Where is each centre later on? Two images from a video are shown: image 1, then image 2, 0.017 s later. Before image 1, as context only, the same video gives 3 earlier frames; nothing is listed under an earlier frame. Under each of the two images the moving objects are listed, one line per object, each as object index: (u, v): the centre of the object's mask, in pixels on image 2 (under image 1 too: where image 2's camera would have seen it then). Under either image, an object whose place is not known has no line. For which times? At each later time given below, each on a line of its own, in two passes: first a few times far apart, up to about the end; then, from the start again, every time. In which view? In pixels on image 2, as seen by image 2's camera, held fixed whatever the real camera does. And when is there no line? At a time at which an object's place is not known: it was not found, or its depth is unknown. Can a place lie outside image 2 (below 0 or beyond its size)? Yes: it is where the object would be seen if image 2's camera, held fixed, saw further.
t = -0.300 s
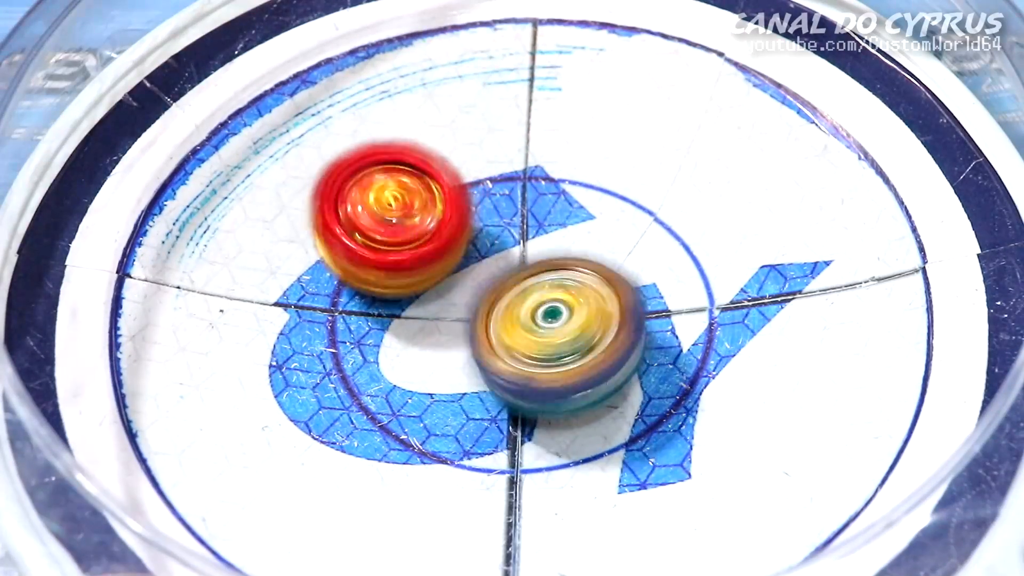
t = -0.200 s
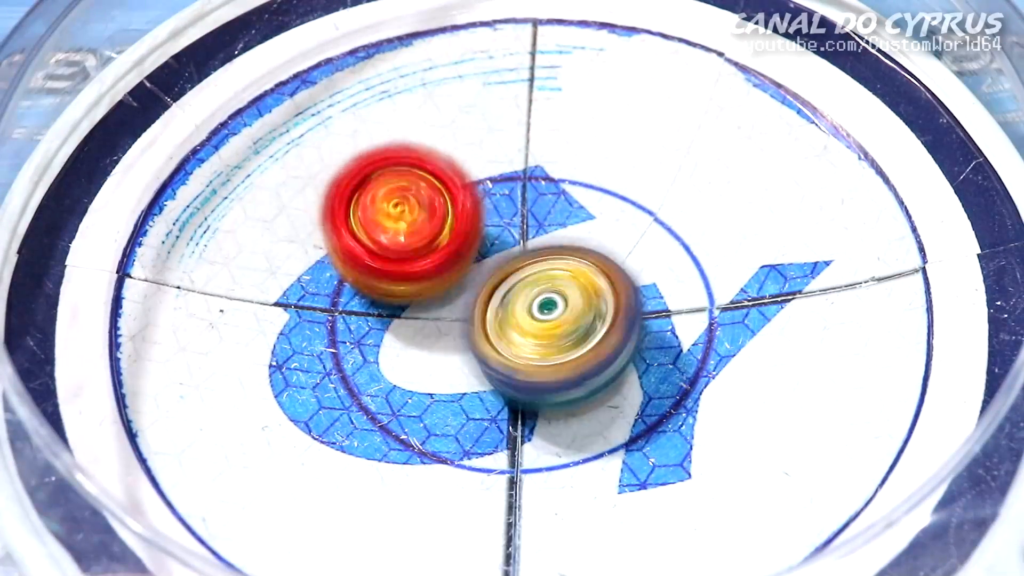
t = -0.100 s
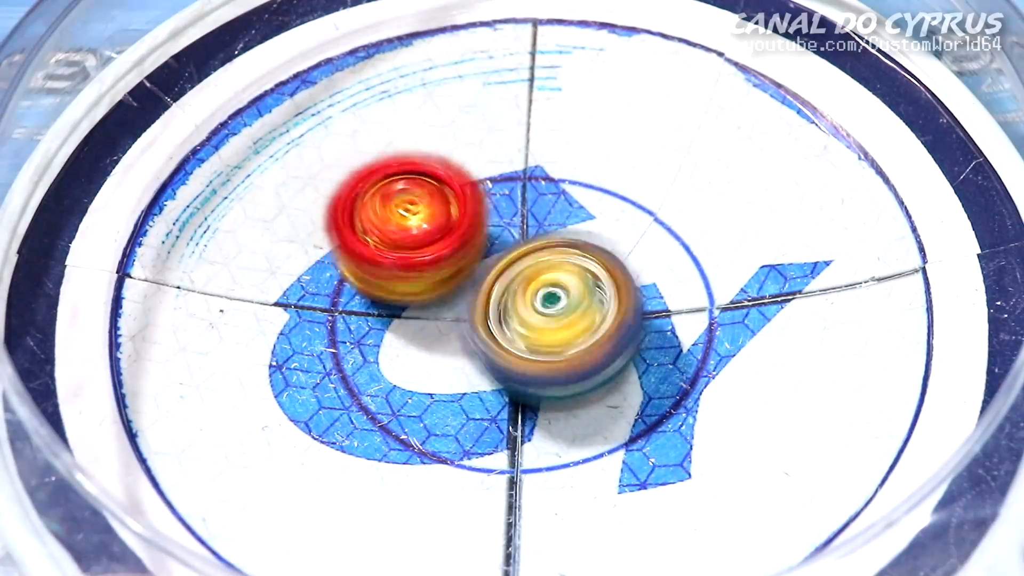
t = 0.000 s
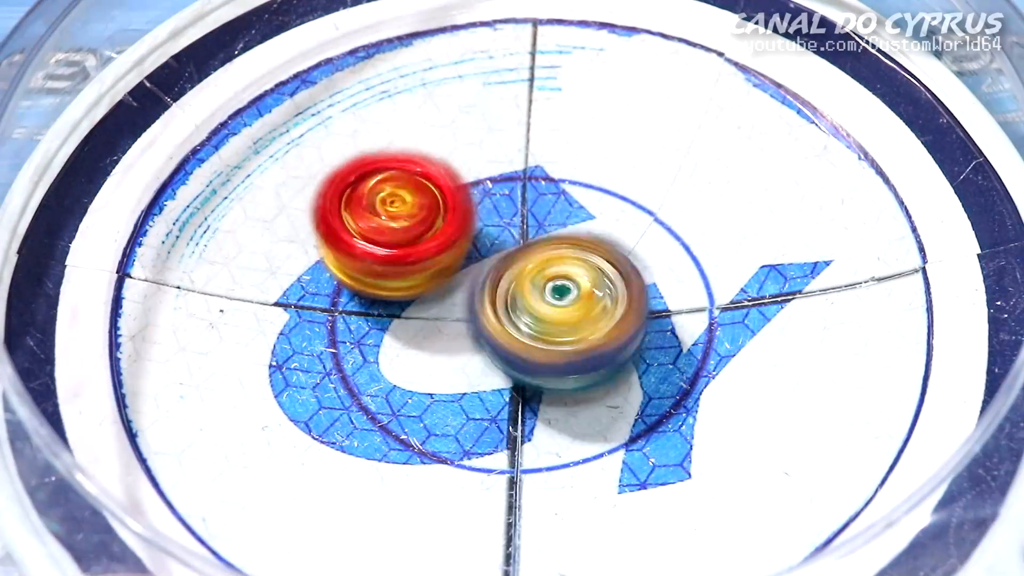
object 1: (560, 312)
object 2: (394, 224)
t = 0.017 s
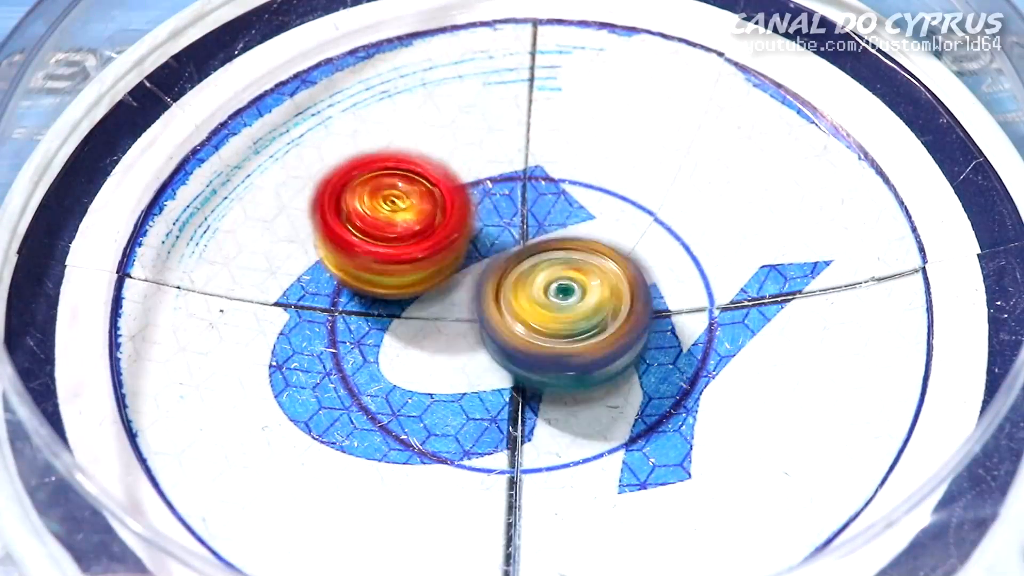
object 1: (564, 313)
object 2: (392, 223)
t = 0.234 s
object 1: (559, 306)
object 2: (394, 234)
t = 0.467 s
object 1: (564, 303)
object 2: (389, 242)
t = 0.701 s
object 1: (577, 302)
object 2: (377, 250)
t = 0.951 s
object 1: (571, 294)
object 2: (391, 264)
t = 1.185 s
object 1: (581, 292)
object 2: (384, 267)
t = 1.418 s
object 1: (583, 289)
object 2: (389, 268)
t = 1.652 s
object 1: (586, 289)
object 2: (393, 274)
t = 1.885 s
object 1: (585, 287)
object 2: (377, 283)
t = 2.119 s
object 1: (580, 285)
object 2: (399, 296)
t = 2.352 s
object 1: (630, 277)
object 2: (392, 298)
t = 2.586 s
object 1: (609, 269)
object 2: (433, 314)
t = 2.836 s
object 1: (620, 256)
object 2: (379, 329)
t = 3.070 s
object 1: (618, 260)
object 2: (373, 330)
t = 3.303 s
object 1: (605, 274)
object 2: (417, 321)
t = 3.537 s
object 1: (602, 286)
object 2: (430, 330)
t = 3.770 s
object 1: (593, 294)
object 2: (406, 315)
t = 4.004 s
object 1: (605, 287)
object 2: (405, 306)
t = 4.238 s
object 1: (596, 289)
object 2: (397, 311)
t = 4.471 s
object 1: (598, 284)
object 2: (429, 301)
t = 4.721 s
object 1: (650, 271)
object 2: (435, 302)
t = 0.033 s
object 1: (566, 311)
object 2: (390, 223)
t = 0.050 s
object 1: (564, 309)
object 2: (391, 222)
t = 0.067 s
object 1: (561, 309)
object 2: (392, 223)
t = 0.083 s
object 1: (558, 311)
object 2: (391, 226)
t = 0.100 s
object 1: (560, 311)
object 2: (388, 226)
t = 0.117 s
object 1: (560, 310)
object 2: (388, 226)
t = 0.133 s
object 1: (561, 310)
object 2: (389, 227)
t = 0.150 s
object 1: (561, 309)
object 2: (389, 228)
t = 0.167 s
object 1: (561, 308)
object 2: (390, 228)
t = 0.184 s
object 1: (560, 307)
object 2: (392, 230)
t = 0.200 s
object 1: (558, 306)
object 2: (392, 232)
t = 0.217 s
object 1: (558, 306)
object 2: (392, 233)
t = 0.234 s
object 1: (559, 306)
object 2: (394, 234)
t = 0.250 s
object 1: (558, 306)
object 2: (396, 236)
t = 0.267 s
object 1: (558, 306)
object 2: (394, 236)
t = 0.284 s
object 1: (564, 305)
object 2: (391, 233)
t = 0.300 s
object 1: (566, 304)
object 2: (391, 232)
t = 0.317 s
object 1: (566, 302)
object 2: (391, 233)
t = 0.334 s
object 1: (562, 303)
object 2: (391, 234)
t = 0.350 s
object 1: (560, 304)
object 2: (392, 235)
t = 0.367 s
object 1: (562, 305)
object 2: (393, 238)
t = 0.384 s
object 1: (561, 306)
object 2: (390, 240)
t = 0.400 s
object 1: (561, 306)
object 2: (391, 240)
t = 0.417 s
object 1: (562, 305)
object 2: (394, 241)
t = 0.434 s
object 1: (562, 304)
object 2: (395, 243)
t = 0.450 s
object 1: (565, 303)
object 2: (391, 243)
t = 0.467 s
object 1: (564, 303)
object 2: (389, 242)
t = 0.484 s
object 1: (565, 302)
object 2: (390, 244)
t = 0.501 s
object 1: (564, 301)
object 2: (389, 246)
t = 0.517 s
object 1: (562, 301)
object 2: (389, 246)
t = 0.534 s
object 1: (559, 303)
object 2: (389, 247)
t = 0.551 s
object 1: (562, 304)
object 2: (388, 249)
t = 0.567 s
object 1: (565, 304)
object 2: (387, 249)
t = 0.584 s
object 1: (563, 303)
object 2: (389, 250)
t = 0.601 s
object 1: (564, 303)
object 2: (390, 251)
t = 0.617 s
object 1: (572, 303)
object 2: (384, 250)
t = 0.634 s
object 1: (577, 302)
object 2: (380, 248)
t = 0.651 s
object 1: (577, 301)
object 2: (379, 247)
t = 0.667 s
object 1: (577, 301)
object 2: (380, 248)
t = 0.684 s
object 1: (576, 302)
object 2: (378, 249)
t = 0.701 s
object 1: (577, 302)
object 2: (377, 250)
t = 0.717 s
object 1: (576, 302)
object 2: (375, 250)
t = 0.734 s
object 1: (577, 302)
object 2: (374, 251)
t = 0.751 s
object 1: (579, 301)
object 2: (372, 251)
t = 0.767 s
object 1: (579, 301)
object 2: (373, 250)
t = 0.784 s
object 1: (580, 299)
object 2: (375, 251)
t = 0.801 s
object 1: (578, 298)
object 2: (377, 253)
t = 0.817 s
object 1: (578, 298)
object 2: (376, 254)
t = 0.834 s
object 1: (577, 298)
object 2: (378, 254)
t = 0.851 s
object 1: (576, 297)
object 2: (379, 255)
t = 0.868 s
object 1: (575, 297)
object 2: (379, 257)
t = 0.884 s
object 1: (574, 297)
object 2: (381, 257)
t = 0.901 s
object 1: (574, 296)
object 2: (384, 257)
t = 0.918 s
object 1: (575, 295)
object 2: (388, 260)
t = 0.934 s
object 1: (573, 294)
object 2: (389, 262)
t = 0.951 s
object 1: (571, 294)
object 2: (391, 264)
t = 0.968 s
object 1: (570, 294)
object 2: (395, 265)
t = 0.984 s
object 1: (578, 295)
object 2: (388, 266)
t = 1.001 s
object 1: (583, 295)
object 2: (378, 264)
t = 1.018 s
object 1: (587, 293)
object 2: (373, 262)
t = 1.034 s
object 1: (587, 289)
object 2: (371, 262)
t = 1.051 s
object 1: (585, 287)
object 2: (371, 262)
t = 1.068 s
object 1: (583, 287)
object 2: (371, 262)
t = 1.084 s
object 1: (580, 288)
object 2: (374, 263)
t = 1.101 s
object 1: (579, 291)
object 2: (377, 264)
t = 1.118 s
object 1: (580, 293)
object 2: (379, 267)
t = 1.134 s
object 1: (582, 293)
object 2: (379, 267)
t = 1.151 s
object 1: (583, 292)
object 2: (380, 266)
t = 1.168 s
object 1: (581, 293)
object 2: (382, 266)
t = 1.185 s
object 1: (581, 292)
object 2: (384, 267)
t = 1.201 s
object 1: (580, 291)
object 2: (384, 267)
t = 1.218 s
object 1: (576, 292)
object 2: (386, 268)
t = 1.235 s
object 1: (574, 292)
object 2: (387, 268)
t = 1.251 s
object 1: (574, 293)
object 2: (387, 270)
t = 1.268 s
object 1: (574, 294)
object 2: (386, 270)
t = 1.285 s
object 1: (576, 293)
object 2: (388, 269)
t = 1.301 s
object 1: (575, 292)
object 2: (390, 270)
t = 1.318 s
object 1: (573, 292)
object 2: (392, 271)
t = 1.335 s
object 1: (575, 290)
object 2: (392, 272)
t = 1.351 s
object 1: (576, 290)
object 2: (394, 272)
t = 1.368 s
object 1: (576, 290)
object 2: (394, 272)
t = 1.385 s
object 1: (581, 292)
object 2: (390, 270)
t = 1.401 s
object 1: (584, 290)
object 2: (388, 268)
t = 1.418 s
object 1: (583, 289)
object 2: (389, 268)
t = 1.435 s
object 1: (583, 289)
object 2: (390, 270)
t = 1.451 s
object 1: (581, 287)
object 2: (390, 272)
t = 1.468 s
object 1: (578, 290)
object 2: (388, 273)
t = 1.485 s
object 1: (580, 290)
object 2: (386, 274)
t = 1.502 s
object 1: (581, 291)
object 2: (386, 274)
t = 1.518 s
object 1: (581, 292)
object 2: (385, 275)
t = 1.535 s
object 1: (582, 291)
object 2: (386, 274)
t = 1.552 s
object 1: (583, 291)
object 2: (389, 274)
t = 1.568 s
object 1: (582, 291)
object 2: (394, 275)
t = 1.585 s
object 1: (583, 289)
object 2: (396, 276)
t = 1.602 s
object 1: (582, 289)
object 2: (396, 276)
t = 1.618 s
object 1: (584, 290)
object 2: (393, 276)
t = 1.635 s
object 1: (587, 290)
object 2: (392, 275)
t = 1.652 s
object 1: (586, 289)
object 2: (393, 274)
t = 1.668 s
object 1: (587, 286)
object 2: (394, 274)
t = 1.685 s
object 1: (585, 284)
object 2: (396, 275)
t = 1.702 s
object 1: (583, 285)
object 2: (395, 276)
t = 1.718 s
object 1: (588, 286)
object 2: (389, 277)
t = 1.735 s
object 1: (591, 287)
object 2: (384, 275)
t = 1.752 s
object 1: (591, 286)
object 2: (384, 275)
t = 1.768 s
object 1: (589, 284)
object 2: (384, 276)
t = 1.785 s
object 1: (588, 284)
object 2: (383, 278)
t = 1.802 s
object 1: (586, 284)
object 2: (380, 278)
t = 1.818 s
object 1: (586, 284)
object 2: (379, 280)
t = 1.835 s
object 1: (584, 286)
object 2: (378, 281)
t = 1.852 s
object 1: (584, 285)
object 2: (377, 283)
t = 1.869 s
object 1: (585, 285)
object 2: (376, 283)
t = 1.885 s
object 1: (585, 287)
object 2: (377, 283)
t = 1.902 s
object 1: (586, 286)
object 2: (380, 283)
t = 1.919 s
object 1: (585, 286)
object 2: (383, 284)
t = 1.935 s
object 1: (583, 288)
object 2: (385, 285)
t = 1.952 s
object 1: (582, 287)
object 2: (388, 287)
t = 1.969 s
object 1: (581, 287)
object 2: (391, 289)
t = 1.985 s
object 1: (580, 287)
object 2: (393, 292)
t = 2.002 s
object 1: (579, 287)
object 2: (391, 294)
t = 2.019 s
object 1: (579, 288)
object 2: (391, 294)
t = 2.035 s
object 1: (578, 288)
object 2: (394, 293)
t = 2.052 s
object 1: (581, 288)
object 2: (394, 294)
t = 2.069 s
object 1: (583, 286)
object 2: (394, 294)
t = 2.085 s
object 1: (583, 285)
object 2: (395, 294)
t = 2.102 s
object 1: (582, 284)
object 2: (397, 294)
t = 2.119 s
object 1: (580, 285)
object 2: (399, 296)
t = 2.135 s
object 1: (590, 282)
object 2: (395, 298)
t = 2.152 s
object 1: (599, 283)
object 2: (390, 299)
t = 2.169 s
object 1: (605, 287)
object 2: (388, 298)
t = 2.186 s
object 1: (612, 287)
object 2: (388, 297)
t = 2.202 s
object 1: (615, 287)
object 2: (389, 298)
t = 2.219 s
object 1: (617, 285)
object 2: (390, 299)
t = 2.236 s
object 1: (620, 283)
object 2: (390, 300)
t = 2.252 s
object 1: (623, 282)
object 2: (390, 301)
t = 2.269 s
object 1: (626, 280)
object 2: (389, 302)
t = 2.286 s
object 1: (628, 279)
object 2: (389, 303)
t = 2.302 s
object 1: (628, 278)
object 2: (386, 302)
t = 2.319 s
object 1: (629, 277)
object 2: (386, 300)
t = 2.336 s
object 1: (629, 278)
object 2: (388, 299)
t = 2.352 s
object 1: (630, 277)
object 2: (392, 298)
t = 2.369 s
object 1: (630, 276)
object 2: (396, 300)
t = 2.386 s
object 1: (630, 274)
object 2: (397, 300)
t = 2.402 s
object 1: (630, 272)
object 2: (400, 301)
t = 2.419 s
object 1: (629, 272)
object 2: (402, 302)
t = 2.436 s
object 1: (629, 272)
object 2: (404, 302)
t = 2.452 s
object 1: (628, 270)
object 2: (405, 303)
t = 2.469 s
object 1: (626, 270)
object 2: (406, 303)
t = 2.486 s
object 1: (624, 268)
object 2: (409, 303)
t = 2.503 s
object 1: (622, 270)
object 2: (414, 303)
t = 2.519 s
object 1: (622, 270)
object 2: (419, 305)
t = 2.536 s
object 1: (621, 270)
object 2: (421, 307)
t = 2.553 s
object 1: (618, 268)
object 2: (424, 308)
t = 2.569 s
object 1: (614, 267)
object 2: (430, 312)
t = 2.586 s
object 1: (609, 269)
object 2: (433, 314)
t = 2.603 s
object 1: (605, 270)
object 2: (435, 317)
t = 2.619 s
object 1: (603, 270)
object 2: (435, 318)
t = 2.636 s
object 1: (604, 270)
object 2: (428, 318)
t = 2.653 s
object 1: (601, 268)
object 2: (426, 319)
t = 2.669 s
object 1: (600, 268)
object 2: (425, 318)
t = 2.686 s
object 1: (599, 268)
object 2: (422, 317)
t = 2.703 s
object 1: (599, 270)
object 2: (422, 317)
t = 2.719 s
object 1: (598, 271)
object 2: (425, 316)
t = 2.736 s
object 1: (604, 265)
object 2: (415, 319)
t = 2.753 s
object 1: (611, 263)
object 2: (406, 323)
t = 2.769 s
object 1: (617, 258)
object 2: (399, 324)
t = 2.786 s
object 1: (619, 256)
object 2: (393, 325)
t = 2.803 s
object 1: (622, 255)
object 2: (387, 327)
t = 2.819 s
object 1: (622, 255)
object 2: (382, 328)
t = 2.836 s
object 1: (620, 256)
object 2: (379, 329)
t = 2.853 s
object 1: (619, 257)
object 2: (375, 330)
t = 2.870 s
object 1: (620, 257)
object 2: (371, 330)
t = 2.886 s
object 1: (620, 256)
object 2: (369, 330)
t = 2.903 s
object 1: (621, 256)
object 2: (368, 329)
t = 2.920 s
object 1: (621, 255)
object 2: (368, 328)
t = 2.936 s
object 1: (621, 256)
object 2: (368, 329)
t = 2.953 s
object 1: (621, 256)
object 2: (368, 330)
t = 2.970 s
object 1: (621, 255)
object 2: (367, 330)
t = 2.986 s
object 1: (621, 257)
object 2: (367, 329)
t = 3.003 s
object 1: (619, 256)
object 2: (368, 329)
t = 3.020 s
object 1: (618, 258)
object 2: (369, 329)
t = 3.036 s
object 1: (617, 259)
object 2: (371, 329)
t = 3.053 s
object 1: (618, 260)
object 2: (372, 329)
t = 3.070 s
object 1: (618, 260)
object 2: (373, 330)
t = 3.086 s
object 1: (617, 261)
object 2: (375, 328)
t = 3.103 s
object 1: (614, 259)
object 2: (379, 328)
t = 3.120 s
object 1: (610, 262)
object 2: (382, 326)
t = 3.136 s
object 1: (607, 263)
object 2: (386, 325)
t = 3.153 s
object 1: (606, 267)
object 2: (391, 324)
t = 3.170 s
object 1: (606, 269)
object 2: (397, 324)
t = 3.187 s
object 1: (605, 271)
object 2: (403, 322)
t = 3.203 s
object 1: (600, 273)
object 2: (411, 321)
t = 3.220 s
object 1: (597, 275)
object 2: (419, 321)
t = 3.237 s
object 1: (603, 273)
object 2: (415, 324)
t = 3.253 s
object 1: (606, 273)
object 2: (414, 324)
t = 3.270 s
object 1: (609, 273)
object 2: (413, 323)
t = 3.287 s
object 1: (607, 273)
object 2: (414, 322)
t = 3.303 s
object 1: (605, 274)
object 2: (417, 321)
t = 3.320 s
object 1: (604, 277)
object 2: (419, 321)
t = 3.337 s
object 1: (604, 279)
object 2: (423, 322)
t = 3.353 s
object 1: (605, 283)
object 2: (428, 323)
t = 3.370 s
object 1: (609, 283)
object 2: (429, 325)
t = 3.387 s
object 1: (611, 285)
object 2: (429, 328)
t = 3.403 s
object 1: (615, 285)
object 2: (429, 329)
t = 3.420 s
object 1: (615, 286)
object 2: (430, 330)
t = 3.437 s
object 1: (616, 284)
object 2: (430, 330)
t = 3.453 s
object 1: (614, 283)
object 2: (430, 332)
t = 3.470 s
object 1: (613, 282)
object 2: (431, 332)
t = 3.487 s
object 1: (608, 282)
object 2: (430, 332)
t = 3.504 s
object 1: (606, 282)
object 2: (431, 331)
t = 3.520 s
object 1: (603, 284)
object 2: (430, 331)
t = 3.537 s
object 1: (602, 286)
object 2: (430, 330)
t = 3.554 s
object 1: (603, 287)
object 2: (427, 330)
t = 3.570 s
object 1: (605, 290)
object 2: (423, 329)
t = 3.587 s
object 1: (607, 290)
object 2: (419, 328)
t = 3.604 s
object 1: (609, 291)
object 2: (412, 326)
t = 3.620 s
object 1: (608, 289)
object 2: (409, 324)
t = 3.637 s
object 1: (607, 288)
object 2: (405, 323)
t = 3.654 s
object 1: (606, 286)
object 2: (404, 322)
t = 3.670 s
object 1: (604, 286)
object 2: (402, 321)
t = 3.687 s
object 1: (602, 287)
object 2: (402, 319)
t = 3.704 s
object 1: (600, 289)
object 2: (401, 318)
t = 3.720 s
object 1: (598, 291)
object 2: (402, 319)
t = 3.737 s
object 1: (596, 294)
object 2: (404, 317)
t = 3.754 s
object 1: (594, 295)
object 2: (405, 316)
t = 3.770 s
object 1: (593, 294)
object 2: (406, 315)
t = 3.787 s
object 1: (591, 292)
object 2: (406, 313)
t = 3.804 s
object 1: (589, 290)
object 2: (409, 314)
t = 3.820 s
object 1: (585, 289)
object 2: (409, 311)
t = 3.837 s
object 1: (583, 289)
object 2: (410, 309)
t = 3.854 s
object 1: (580, 290)
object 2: (413, 310)
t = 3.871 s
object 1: (579, 290)
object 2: (414, 308)
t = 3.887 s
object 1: (581, 291)
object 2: (416, 305)
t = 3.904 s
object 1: (587, 290)
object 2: (413, 305)
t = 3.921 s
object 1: (595, 289)
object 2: (411, 305)
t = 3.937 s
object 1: (597, 288)
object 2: (412, 306)
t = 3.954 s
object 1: (597, 286)
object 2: (413, 304)
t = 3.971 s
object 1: (595, 285)
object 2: (415, 304)
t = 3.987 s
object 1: (595, 286)
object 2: (414, 304)
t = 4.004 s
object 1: (605, 287)
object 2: (405, 306)
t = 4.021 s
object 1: (611, 287)
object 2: (398, 306)
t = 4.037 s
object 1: (613, 287)
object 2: (392, 307)
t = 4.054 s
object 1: (616, 284)
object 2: (387, 306)
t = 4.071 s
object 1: (616, 282)
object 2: (383, 305)
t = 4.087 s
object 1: (614, 279)
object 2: (380, 304)
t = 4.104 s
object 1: (612, 279)
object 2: (378, 303)
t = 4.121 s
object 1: (610, 277)
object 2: (378, 303)
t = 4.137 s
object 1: (607, 279)
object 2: (378, 302)
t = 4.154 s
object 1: (605, 280)
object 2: (379, 303)
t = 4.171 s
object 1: (601, 283)
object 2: (380, 304)
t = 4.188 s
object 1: (598, 284)
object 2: (383, 305)
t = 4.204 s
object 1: (598, 286)
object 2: (387, 307)
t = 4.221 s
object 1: (597, 288)
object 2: (392, 308)
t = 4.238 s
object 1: (596, 289)
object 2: (397, 311)
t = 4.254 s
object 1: (596, 288)
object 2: (405, 312)
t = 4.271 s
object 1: (595, 289)
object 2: (411, 310)
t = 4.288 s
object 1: (597, 288)
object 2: (412, 309)
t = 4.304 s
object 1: (597, 287)
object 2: (414, 308)
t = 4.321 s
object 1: (597, 287)
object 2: (415, 308)
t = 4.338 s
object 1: (595, 286)
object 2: (417, 307)
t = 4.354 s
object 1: (592, 285)
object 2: (419, 307)
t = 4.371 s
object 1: (589, 284)
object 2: (422, 306)
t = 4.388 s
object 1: (588, 285)
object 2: (424, 305)
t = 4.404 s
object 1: (588, 283)
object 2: (425, 304)
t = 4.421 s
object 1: (591, 286)
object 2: (426, 303)
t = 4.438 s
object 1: (596, 289)
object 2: (428, 302)
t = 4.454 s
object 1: (597, 287)
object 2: (430, 301)
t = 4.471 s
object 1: (598, 284)
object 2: (429, 301)
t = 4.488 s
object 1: (606, 280)
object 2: (424, 303)
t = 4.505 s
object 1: (619, 278)
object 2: (421, 305)
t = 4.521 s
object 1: (628, 277)
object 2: (419, 307)
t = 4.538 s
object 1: (633, 276)
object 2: (418, 307)
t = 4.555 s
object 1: (636, 275)
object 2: (417, 307)
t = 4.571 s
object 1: (639, 274)
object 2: (416, 307)
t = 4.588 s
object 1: (644, 275)
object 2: (416, 307)
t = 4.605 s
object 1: (650, 275)
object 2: (416, 307)
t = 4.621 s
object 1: (654, 275)
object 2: (418, 307)
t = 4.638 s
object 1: (654, 275)
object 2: (419, 307)
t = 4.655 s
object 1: (653, 274)
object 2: (421, 306)
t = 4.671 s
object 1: (650, 273)
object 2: (424, 306)
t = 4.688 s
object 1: (650, 272)
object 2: (427, 305)
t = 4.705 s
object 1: (649, 271)
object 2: (430, 304)
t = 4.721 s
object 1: (650, 271)
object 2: (435, 302)
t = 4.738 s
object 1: (650, 271)
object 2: (439, 300)
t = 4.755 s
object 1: (650, 270)
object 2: (441, 298)
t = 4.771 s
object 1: (649, 270)
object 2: (441, 295)
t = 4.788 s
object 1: (648, 271)
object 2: (442, 293)
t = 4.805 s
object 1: (646, 272)
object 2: (442, 292)
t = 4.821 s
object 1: (644, 273)
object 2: (443, 290)
